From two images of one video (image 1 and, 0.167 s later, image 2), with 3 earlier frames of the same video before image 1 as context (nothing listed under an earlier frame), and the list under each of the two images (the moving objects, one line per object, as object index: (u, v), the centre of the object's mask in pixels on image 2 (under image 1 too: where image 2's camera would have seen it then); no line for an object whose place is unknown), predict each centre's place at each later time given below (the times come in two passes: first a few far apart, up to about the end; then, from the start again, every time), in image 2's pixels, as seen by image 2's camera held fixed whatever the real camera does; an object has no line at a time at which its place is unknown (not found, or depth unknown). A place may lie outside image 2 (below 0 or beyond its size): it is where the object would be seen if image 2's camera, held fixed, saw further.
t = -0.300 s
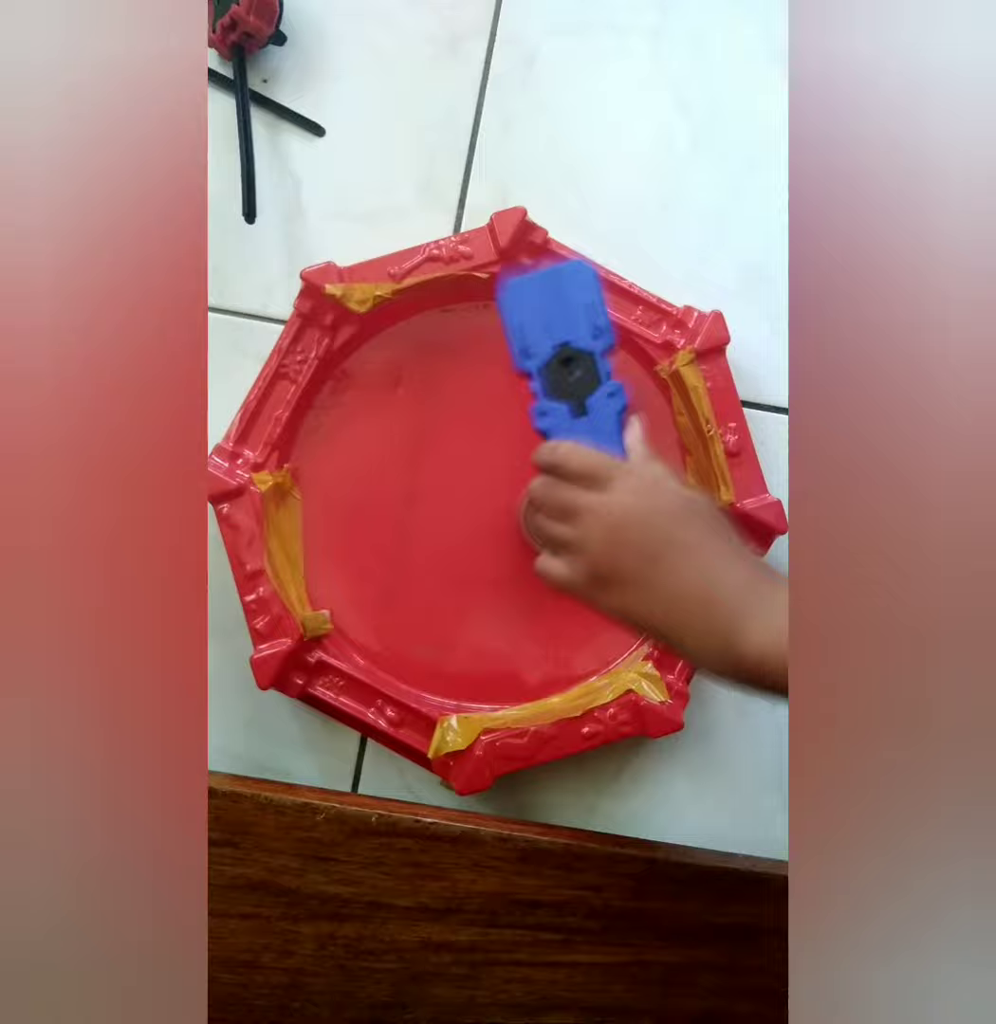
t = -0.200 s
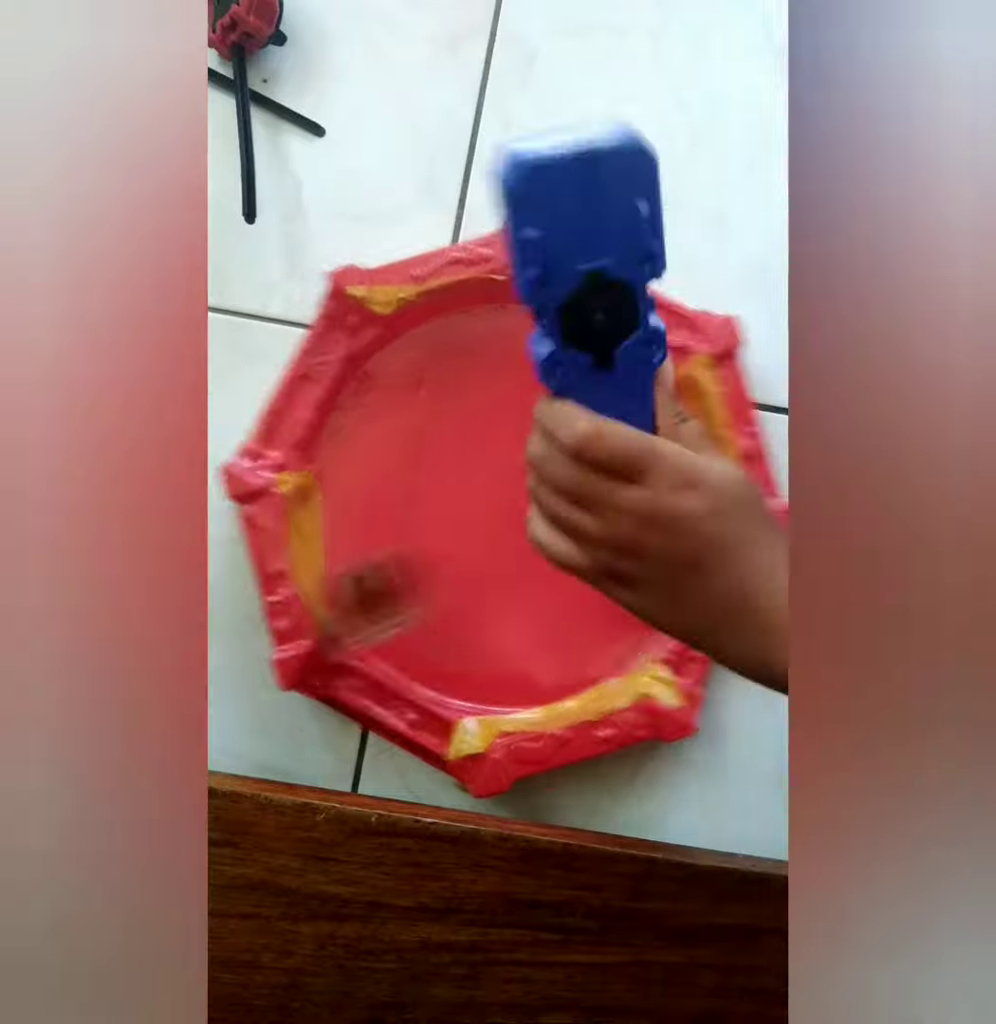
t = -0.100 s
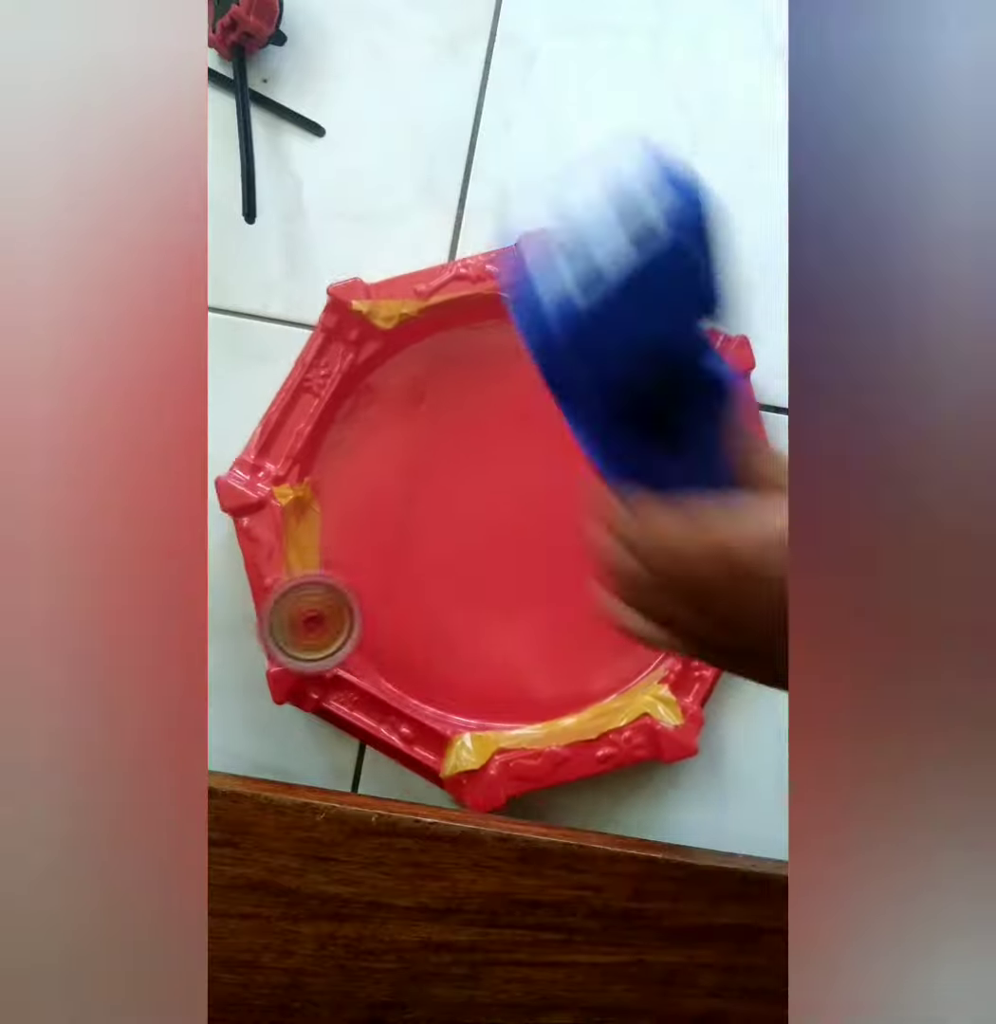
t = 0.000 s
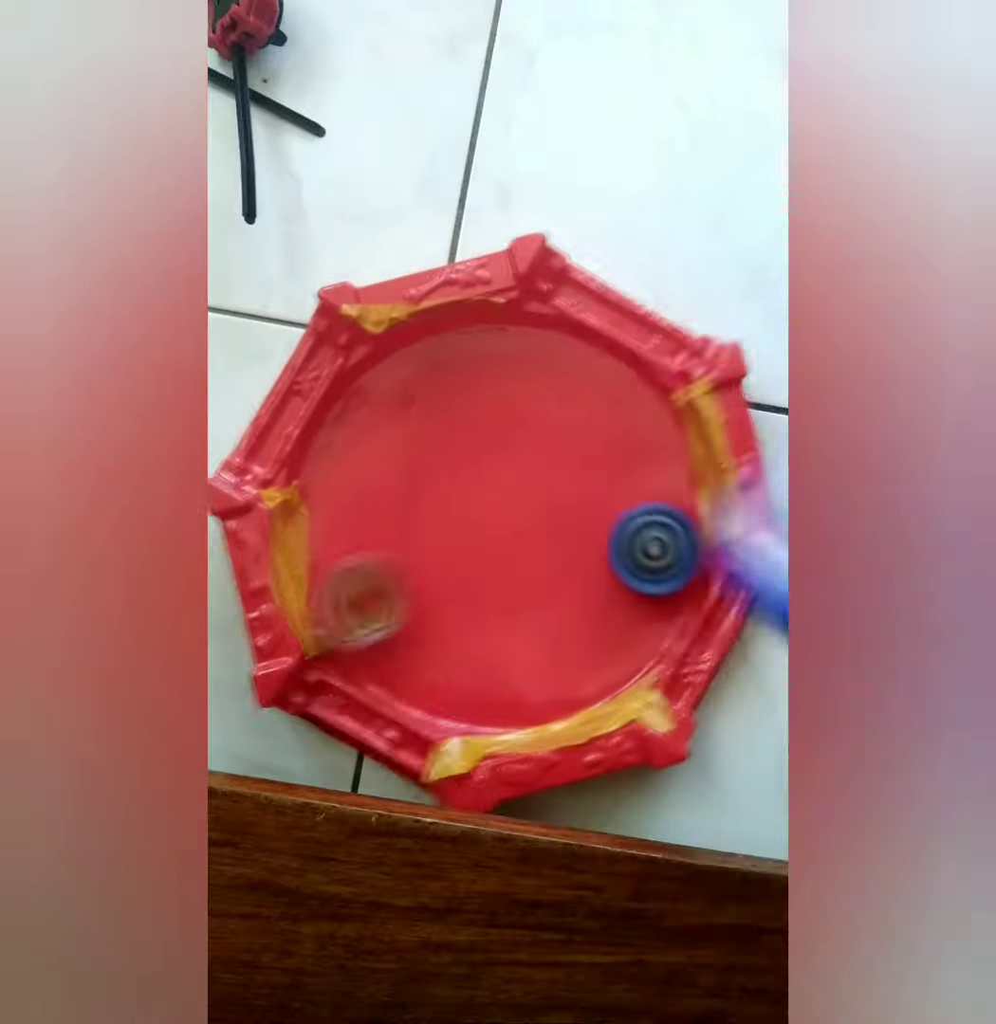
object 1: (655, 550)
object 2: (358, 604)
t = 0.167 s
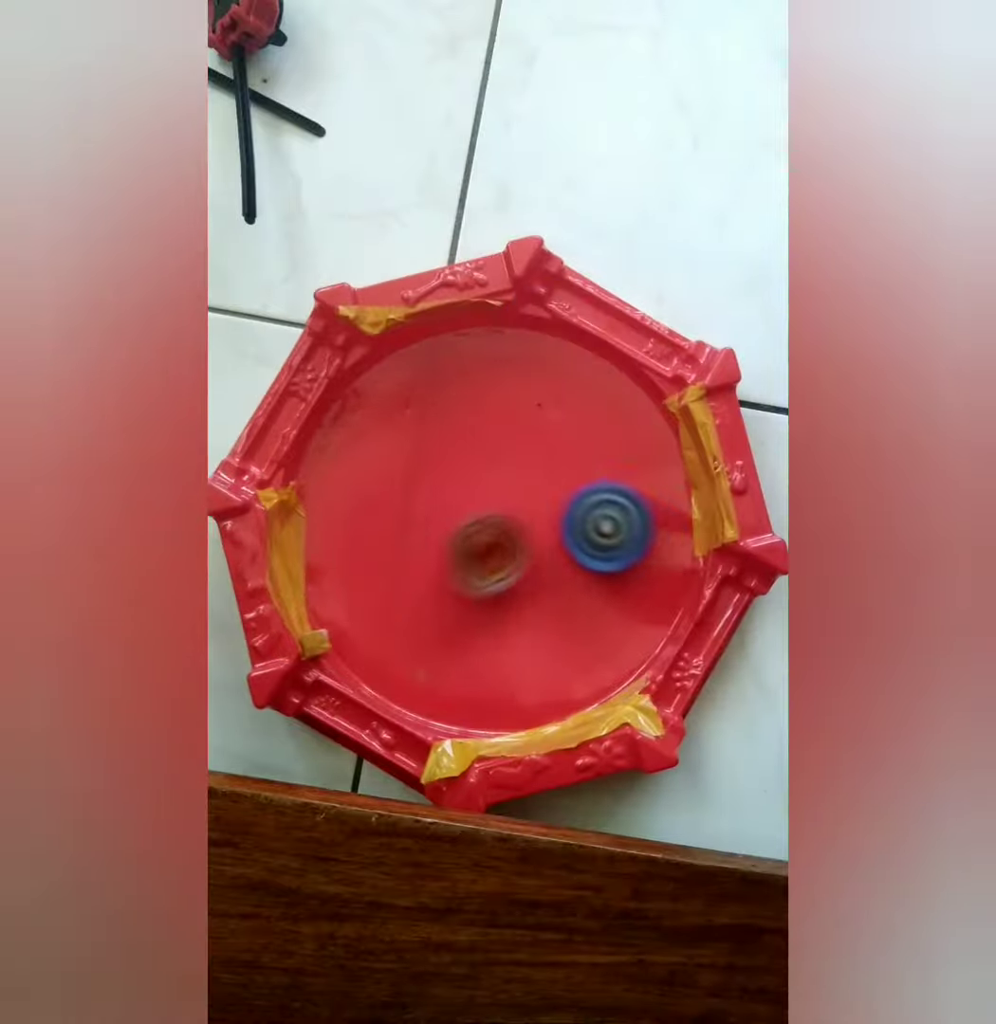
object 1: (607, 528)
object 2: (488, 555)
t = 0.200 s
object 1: (602, 525)
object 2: (501, 541)
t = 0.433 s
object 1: (655, 519)
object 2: (474, 438)
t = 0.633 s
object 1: (594, 525)
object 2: (512, 359)
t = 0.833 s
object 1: (559, 583)
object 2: (554, 354)
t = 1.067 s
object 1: (553, 635)
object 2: (583, 403)
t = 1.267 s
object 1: (533, 636)
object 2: (582, 470)
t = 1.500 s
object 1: (496, 604)
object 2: (587, 557)
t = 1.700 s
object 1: (426, 585)
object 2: (597, 619)
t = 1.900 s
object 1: (387, 574)
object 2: (602, 660)
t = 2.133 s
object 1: (381, 559)
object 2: (574, 664)
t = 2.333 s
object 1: (407, 538)
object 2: (545, 644)
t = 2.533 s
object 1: (444, 505)
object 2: (499, 598)
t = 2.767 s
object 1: (473, 442)
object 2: (434, 544)
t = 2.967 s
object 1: (483, 428)
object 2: (393, 504)
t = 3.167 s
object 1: (490, 440)
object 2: (373, 469)
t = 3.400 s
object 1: (510, 468)
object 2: (388, 427)
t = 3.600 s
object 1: (565, 485)
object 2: (415, 397)
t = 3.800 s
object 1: (589, 512)
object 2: (439, 384)
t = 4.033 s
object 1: (604, 543)
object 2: (477, 407)
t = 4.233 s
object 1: (595, 548)
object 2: (511, 448)
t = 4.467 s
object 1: (585, 615)
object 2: (548, 453)
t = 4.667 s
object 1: (572, 653)
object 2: (539, 409)
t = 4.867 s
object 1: (554, 651)
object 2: (515, 399)
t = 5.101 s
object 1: (524, 618)
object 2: (481, 441)
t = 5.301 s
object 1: (488, 595)
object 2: (475, 493)
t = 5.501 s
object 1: (462, 636)
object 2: (471, 421)
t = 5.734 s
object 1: (467, 599)
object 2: (459, 380)
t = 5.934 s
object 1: (458, 574)
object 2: (452, 375)
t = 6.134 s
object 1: (450, 550)
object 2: (451, 410)
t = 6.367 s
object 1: (431, 616)
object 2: (491, 405)
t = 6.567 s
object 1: (447, 680)
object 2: (530, 391)
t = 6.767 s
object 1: (447, 691)
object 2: (564, 410)
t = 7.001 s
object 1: (442, 672)
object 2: (582, 459)
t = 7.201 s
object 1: (447, 636)
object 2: (577, 515)
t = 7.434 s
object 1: (462, 588)
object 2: (564, 587)
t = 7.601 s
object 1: (404, 505)
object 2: (635, 645)
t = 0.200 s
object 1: (602, 525)
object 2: (501, 541)
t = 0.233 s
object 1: (619, 523)
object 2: (491, 526)
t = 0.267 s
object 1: (634, 522)
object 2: (481, 513)
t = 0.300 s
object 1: (646, 521)
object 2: (475, 500)
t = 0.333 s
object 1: (655, 520)
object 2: (472, 486)
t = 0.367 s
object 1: (658, 519)
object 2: (470, 469)
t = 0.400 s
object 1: (658, 520)
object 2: (471, 454)
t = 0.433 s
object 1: (655, 519)
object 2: (474, 438)
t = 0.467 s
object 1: (647, 519)
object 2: (480, 421)
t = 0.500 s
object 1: (639, 518)
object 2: (485, 408)
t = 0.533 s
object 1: (628, 518)
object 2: (492, 393)
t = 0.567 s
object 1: (618, 519)
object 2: (498, 381)
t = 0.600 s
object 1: (606, 521)
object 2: (505, 370)
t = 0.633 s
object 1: (594, 525)
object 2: (512, 359)
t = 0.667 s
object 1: (584, 533)
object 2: (517, 351)
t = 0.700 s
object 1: (574, 542)
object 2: (522, 352)
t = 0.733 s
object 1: (568, 551)
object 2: (530, 352)
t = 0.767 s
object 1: (563, 561)
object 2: (538, 352)
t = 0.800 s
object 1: (561, 572)
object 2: (546, 351)
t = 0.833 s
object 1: (559, 583)
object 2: (554, 354)
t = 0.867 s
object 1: (557, 593)
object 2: (559, 358)
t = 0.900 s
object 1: (557, 601)
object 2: (565, 364)
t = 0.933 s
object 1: (558, 610)
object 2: (570, 370)
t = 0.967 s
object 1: (559, 617)
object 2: (575, 376)
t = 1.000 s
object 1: (558, 625)
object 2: (579, 385)
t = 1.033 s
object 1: (555, 630)
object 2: (582, 393)
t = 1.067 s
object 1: (553, 635)
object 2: (583, 403)
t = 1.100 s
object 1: (550, 638)
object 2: (585, 411)
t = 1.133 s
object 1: (547, 640)
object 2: (585, 422)
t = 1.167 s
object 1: (543, 640)
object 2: (586, 434)
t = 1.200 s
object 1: (540, 640)
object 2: (585, 444)
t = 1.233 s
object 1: (536, 639)
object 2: (584, 457)
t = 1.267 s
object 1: (533, 636)
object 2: (582, 470)
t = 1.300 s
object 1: (529, 632)
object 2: (582, 483)
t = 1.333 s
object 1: (525, 627)
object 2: (581, 495)
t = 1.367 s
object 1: (521, 622)
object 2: (582, 507)
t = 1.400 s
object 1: (516, 617)
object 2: (583, 520)
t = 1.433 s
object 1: (511, 612)
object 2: (584, 532)
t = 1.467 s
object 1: (504, 608)
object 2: (585, 545)
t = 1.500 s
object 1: (496, 604)
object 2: (587, 557)
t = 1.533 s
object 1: (486, 601)
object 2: (588, 569)
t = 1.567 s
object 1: (475, 598)
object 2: (590, 580)
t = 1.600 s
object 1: (463, 594)
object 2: (591, 590)
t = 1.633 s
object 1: (450, 592)
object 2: (594, 599)
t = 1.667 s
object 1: (438, 589)
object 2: (595, 610)
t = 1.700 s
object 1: (426, 585)
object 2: (597, 619)
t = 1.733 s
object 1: (417, 583)
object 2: (599, 628)
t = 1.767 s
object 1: (409, 581)
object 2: (601, 636)
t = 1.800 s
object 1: (402, 579)
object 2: (603, 644)
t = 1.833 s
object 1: (396, 577)
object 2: (603, 650)
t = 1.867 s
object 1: (390, 575)
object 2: (603, 656)
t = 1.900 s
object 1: (387, 574)
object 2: (602, 660)
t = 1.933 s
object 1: (383, 572)
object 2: (600, 663)
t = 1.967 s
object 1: (381, 570)
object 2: (596, 665)
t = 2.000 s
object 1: (379, 568)
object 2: (593, 666)
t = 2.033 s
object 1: (378, 566)
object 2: (589, 666)
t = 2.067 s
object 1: (378, 564)
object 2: (584, 666)
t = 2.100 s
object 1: (379, 561)
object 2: (580, 665)
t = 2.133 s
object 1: (381, 559)
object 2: (574, 664)
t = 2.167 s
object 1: (384, 556)
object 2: (569, 663)
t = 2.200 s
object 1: (387, 553)
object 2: (564, 661)
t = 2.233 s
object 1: (391, 549)
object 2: (560, 658)
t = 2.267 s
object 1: (395, 545)
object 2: (555, 654)
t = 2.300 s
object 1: (401, 542)
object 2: (550, 649)
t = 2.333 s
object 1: (407, 538)
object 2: (545, 644)
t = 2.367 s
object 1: (413, 534)
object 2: (539, 637)
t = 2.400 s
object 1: (419, 530)
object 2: (533, 629)
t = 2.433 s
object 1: (425, 525)
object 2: (525, 620)
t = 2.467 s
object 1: (432, 518)
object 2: (517, 611)
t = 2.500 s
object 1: (438, 512)
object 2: (508, 604)
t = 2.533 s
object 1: (444, 505)
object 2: (499, 598)
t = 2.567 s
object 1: (449, 495)
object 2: (489, 591)
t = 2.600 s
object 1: (453, 485)
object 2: (478, 583)
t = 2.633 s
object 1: (458, 473)
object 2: (469, 576)
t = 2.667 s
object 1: (462, 464)
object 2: (460, 569)
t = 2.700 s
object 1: (466, 455)
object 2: (451, 561)
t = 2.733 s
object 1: (470, 448)
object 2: (443, 553)
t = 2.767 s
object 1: (473, 442)
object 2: (434, 544)
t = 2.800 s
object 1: (475, 437)
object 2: (425, 535)
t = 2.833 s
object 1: (477, 434)
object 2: (418, 528)
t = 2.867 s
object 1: (480, 430)
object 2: (412, 521)
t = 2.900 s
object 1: (481, 429)
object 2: (406, 516)
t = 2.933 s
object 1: (482, 428)
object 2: (399, 510)
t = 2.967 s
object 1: (483, 428)
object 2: (393, 504)
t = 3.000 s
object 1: (484, 428)
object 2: (387, 499)
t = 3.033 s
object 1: (485, 430)
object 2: (383, 494)
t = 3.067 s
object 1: (486, 431)
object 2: (379, 489)
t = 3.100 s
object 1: (487, 434)
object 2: (376, 482)
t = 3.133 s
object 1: (488, 436)
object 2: (374, 476)
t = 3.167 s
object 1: (490, 440)
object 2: (373, 469)
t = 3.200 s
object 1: (491, 444)
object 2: (373, 463)
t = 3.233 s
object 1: (492, 449)
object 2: (374, 458)
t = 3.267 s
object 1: (494, 453)
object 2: (376, 452)
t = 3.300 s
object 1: (496, 458)
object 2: (379, 445)
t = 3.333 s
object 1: (500, 462)
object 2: (382, 439)
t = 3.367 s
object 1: (504, 466)
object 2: (385, 433)
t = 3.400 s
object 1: (510, 468)
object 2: (388, 427)
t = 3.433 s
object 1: (518, 471)
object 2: (392, 420)
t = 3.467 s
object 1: (528, 473)
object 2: (395, 415)
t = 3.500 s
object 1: (537, 475)
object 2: (399, 411)
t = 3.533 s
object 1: (548, 479)
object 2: (405, 408)
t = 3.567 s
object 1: (557, 482)
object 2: (412, 404)
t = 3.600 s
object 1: (565, 485)
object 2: (415, 397)
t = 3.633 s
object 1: (573, 489)
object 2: (417, 392)
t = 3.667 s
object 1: (578, 494)
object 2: (420, 387)
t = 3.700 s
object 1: (583, 498)
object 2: (425, 385)
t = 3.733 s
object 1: (585, 503)
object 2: (429, 384)
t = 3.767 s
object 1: (587, 507)
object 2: (434, 384)
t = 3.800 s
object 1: (589, 512)
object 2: (439, 384)
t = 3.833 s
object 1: (591, 516)
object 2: (444, 385)
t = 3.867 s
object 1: (593, 521)
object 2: (448, 388)
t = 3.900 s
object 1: (597, 527)
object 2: (453, 391)
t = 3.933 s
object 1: (600, 532)
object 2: (458, 393)
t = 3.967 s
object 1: (603, 538)
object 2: (465, 396)
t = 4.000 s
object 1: (604, 541)
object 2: (471, 401)
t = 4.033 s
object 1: (604, 543)
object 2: (477, 407)
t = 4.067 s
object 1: (603, 544)
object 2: (483, 412)
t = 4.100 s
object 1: (600, 544)
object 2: (488, 418)
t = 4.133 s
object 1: (598, 544)
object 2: (494, 424)
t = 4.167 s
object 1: (595, 544)
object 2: (500, 432)
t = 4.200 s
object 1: (595, 545)
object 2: (506, 441)
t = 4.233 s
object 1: (595, 548)
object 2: (511, 448)
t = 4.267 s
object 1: (595, 552)
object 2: (517, 455)
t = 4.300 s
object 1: (593, 558)
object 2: (523, 462)
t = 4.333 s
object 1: (590, 564)
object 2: (530, 471)
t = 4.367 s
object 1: (587, 569)
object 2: (537, 480)
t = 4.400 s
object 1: (585, 576)
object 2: (543, 483)
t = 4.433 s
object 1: (585, 598)
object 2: (546, 465)
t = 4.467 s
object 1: (585, 615)
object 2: (548, 453)
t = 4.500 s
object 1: (584, 628)
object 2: (548, 445)
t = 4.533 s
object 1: (582, 637)
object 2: (548, 436)
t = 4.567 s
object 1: (580, 643)
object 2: (546, 428)
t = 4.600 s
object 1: (578, 648)
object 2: (543, 421)
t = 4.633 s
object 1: (575, 651)
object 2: (541, 414)
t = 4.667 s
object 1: (572, 653)
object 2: (539, 409)
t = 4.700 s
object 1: (570, 655)
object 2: (536, 404)
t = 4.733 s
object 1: (566, 655)
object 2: (532, 401)
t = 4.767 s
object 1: (563, 655)
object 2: (528, 399)
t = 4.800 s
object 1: (560, 654)
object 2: (525, 398)
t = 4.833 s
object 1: (557, 653)
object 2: (520, 398)
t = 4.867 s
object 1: (554, 651)
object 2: (515, 399)
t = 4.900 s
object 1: (550, 648)
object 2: (510, 402)
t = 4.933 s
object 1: (546, 645)
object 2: (505, 406)
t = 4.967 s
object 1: (543, 640)
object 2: (500, 411)
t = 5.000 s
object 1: (539, 636)
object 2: (495, 416)
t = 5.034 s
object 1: (534, 631)
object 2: (490, 424)
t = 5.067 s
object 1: (530, 624)
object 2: (485, 432)
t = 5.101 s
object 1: (524, 618)
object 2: (481, 441)
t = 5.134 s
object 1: (518, 612)
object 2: (478, 450)
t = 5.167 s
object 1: (512, 605)
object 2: (475, 459)
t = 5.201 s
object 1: (505, 600)
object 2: (474, 470)
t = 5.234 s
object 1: (499, 596)
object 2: (474, 479)
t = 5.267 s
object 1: (494, 593)
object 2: (474, 488)
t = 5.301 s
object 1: (488, 595)
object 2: (475, 493)
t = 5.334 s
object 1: (481, 612)
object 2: (477, 475)
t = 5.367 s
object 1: (475, 627)
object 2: (479, 457)
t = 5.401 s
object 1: (471, 635)
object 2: (478, 445)
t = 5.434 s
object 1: (467, 639)
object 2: (476, 437)
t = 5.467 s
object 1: (464, 639)
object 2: (474, 429)
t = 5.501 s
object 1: (462, 636)
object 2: (471, 421)
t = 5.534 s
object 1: (462, 632)
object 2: (468, 414)
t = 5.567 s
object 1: (463, 627)
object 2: (466, 407)
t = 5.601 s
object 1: (464, 621)
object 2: (464, 400)
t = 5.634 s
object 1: (466, 616)
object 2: (463, 393)
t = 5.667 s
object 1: (467, 610)
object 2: (461, 388)
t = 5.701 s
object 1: (467, 604)
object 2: (460, 383)
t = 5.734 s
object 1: (467, 599)
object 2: (459, 380)
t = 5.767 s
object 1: (466, 593)
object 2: (457, 376)
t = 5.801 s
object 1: (465, 589)
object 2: (457, 375)
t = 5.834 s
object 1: (463, 584)
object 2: (456, 373)
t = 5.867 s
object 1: (462, 581)
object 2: (455, 372)
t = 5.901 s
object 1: (460, 577)
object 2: (454, 373)
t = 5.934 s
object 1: (458, 574)
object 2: (452, 375)
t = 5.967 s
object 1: (456, 570)
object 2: (451, 379)
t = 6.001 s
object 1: (455, 567)
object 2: (451, 383)
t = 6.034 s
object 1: (454, 562)
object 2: (450, 389)
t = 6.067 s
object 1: (452, 559)
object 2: (450, 396)
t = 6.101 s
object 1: (451, 555)
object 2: (451, 403)
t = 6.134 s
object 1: (450, 550)
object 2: (451, 410)
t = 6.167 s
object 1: (450, 544)
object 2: (452, 419)
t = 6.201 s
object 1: (450, 539)
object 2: (453, 429)
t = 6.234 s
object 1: (448, 537)
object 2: (456, 437)
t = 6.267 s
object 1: (440, 557)
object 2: (466, 426)
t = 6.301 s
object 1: (434, 580)
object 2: (476, 415)
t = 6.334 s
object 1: (430, 600)
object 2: (484, 409)
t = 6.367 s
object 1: (431, 616)
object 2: (491, 405)
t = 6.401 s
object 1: (433, 630)
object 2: (497, 401)
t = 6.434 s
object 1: (437, 643)
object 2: (504, 397)
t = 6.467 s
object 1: (440, 656)
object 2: (510, 394)
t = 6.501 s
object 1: (443, 666)
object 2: (517, 392)
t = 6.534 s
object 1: (445, 674)
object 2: (523, 391)
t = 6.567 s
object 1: (447, 680)
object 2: (530, 391)
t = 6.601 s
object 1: (447, 685)
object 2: (536, 391)
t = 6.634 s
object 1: (447, 688)
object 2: (542, 392)
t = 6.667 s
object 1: (447, 690)
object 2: (548, 395)
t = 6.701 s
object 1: (447, 692)
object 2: (553, 400)
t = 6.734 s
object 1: (447, 692)
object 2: (559, 406)
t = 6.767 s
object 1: (447, 691)
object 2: (564, 410)
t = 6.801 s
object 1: (447, 689)
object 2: (569, 415)
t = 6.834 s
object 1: (446, 688)
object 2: (574, 420)
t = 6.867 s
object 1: (446, 686)
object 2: (577, 427)
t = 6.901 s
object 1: (445, 684)
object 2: (580, 434)
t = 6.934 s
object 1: (444, 681)
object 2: (581, 443)
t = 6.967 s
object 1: (443, 676)
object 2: (582, 450)
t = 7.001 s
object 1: (442, 672)
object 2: (582, 459)
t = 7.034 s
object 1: (441, 667)
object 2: (582, 468)
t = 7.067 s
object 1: (442, 661)
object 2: (581, 476)
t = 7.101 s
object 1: (442, 656)
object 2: (580, 486)
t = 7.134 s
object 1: (444, 650)
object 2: (579, 496)
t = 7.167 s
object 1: (445, 643)
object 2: (578, 506)
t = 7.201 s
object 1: (447, 636)
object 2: (577, 515)
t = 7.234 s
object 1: (449, 630)
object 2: (576, 525)
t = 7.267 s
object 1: (452, 624)
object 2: (575, 536)
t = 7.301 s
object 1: (455, 617)
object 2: (572, 545)
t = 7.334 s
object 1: (458, 611)
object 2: (570, 555)
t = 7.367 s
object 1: (461, 604)
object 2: (568, 564)
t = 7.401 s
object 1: (464, 598)
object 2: (564, 573)
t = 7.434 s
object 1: (462, 588)
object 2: (564, 587)
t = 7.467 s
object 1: (442, 568)
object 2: (586, 607)
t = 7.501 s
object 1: (425, 547)
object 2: (610, 631)
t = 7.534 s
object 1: (413, 529)
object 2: (621, 635)
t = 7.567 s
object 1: (406, 515)
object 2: (630, 642)
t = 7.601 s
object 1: (404, 505)
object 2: (635, 645)
